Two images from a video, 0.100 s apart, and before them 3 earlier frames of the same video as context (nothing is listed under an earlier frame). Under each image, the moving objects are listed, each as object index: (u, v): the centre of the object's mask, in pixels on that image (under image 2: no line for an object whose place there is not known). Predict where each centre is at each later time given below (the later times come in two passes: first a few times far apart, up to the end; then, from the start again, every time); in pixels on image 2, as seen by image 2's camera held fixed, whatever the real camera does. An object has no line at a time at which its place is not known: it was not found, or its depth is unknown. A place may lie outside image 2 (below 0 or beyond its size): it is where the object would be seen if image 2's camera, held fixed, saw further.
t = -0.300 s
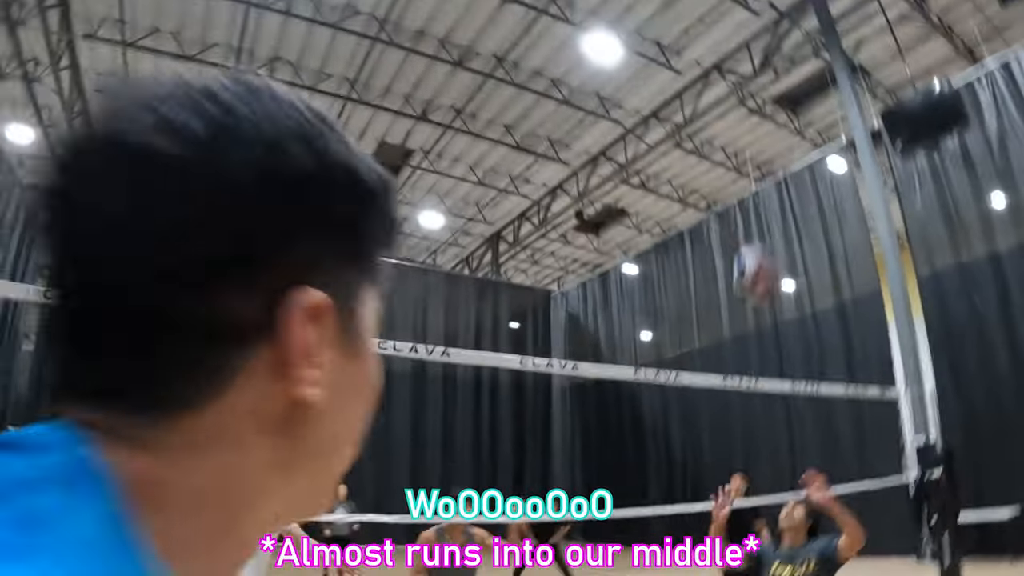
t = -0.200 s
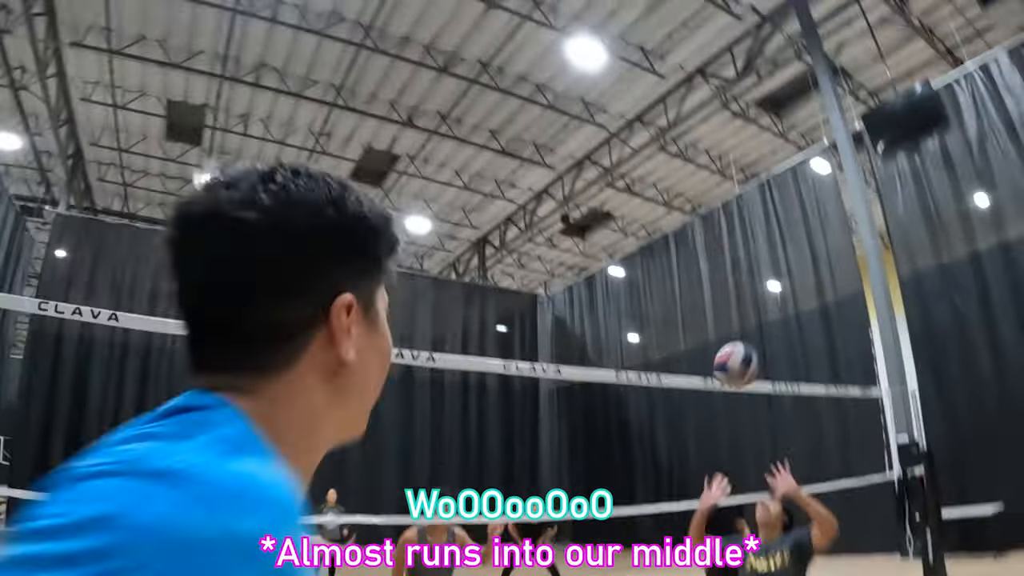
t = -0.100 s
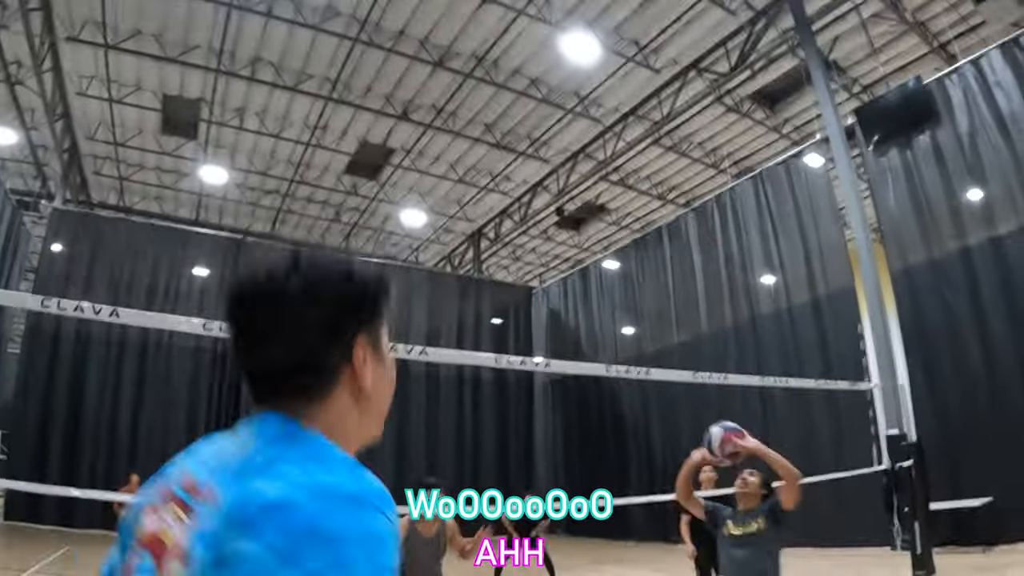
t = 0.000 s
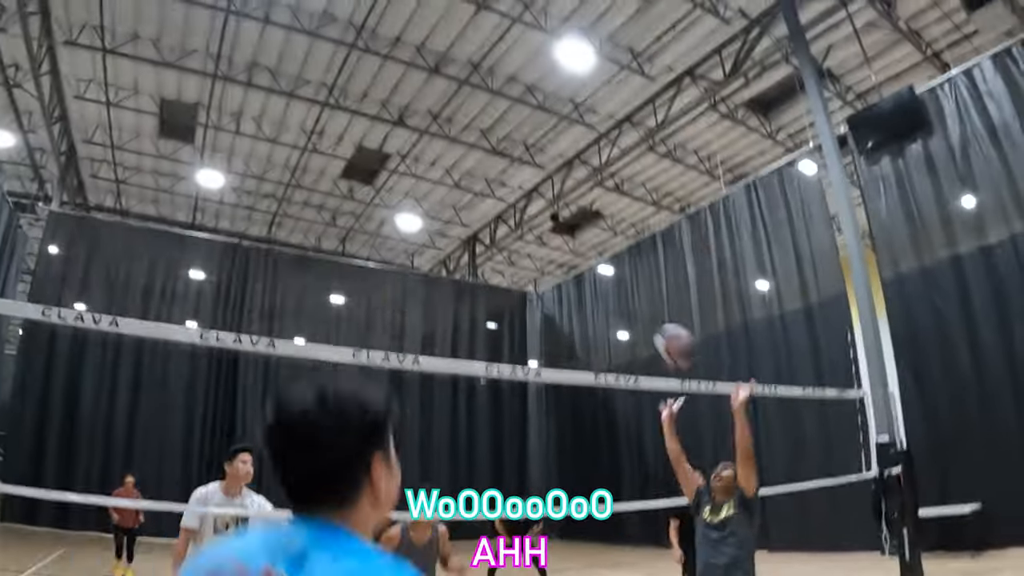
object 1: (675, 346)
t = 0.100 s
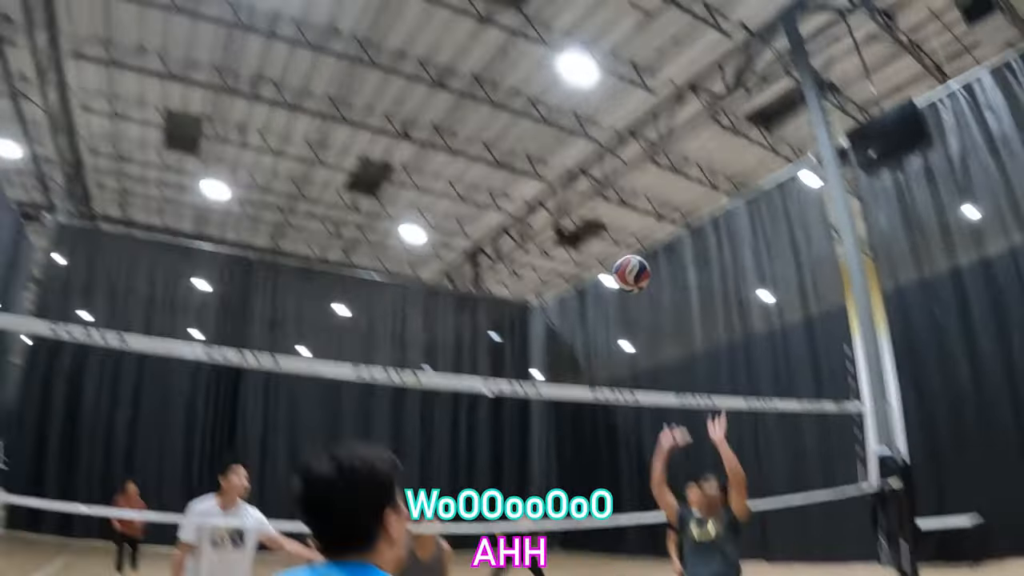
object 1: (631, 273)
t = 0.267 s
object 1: (572, 186)
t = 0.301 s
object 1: (562, 174)
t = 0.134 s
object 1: (618, 251)
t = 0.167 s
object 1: (605, 230)
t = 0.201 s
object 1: (592, 215)
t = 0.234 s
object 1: (582, 199)
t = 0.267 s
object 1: (572, 186)
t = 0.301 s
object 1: (562, 174)
